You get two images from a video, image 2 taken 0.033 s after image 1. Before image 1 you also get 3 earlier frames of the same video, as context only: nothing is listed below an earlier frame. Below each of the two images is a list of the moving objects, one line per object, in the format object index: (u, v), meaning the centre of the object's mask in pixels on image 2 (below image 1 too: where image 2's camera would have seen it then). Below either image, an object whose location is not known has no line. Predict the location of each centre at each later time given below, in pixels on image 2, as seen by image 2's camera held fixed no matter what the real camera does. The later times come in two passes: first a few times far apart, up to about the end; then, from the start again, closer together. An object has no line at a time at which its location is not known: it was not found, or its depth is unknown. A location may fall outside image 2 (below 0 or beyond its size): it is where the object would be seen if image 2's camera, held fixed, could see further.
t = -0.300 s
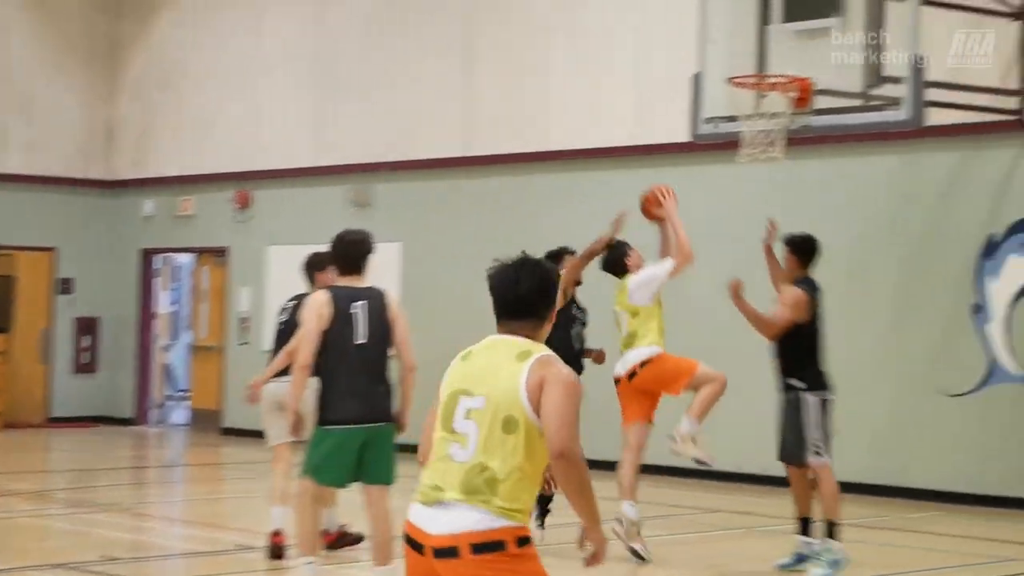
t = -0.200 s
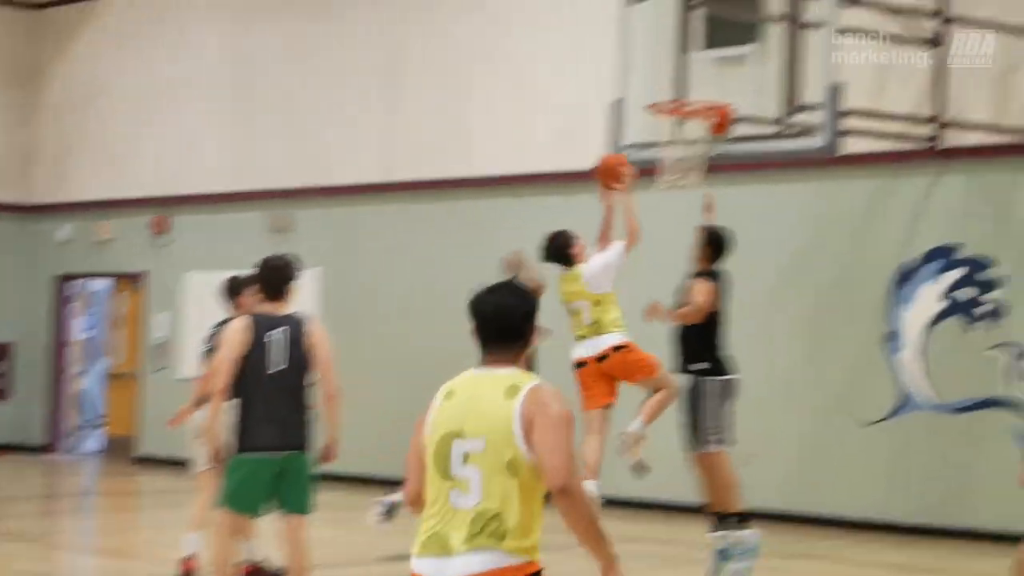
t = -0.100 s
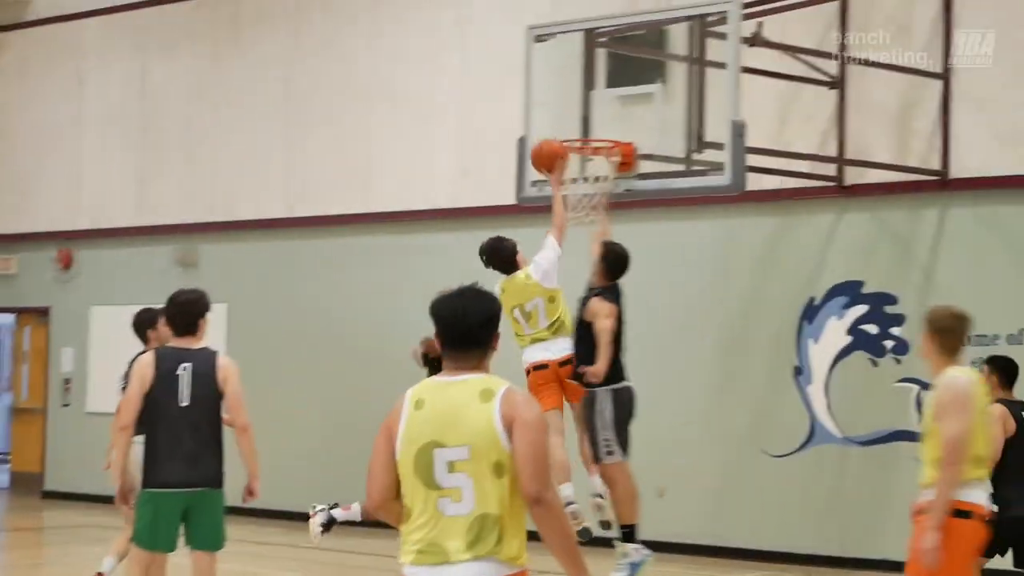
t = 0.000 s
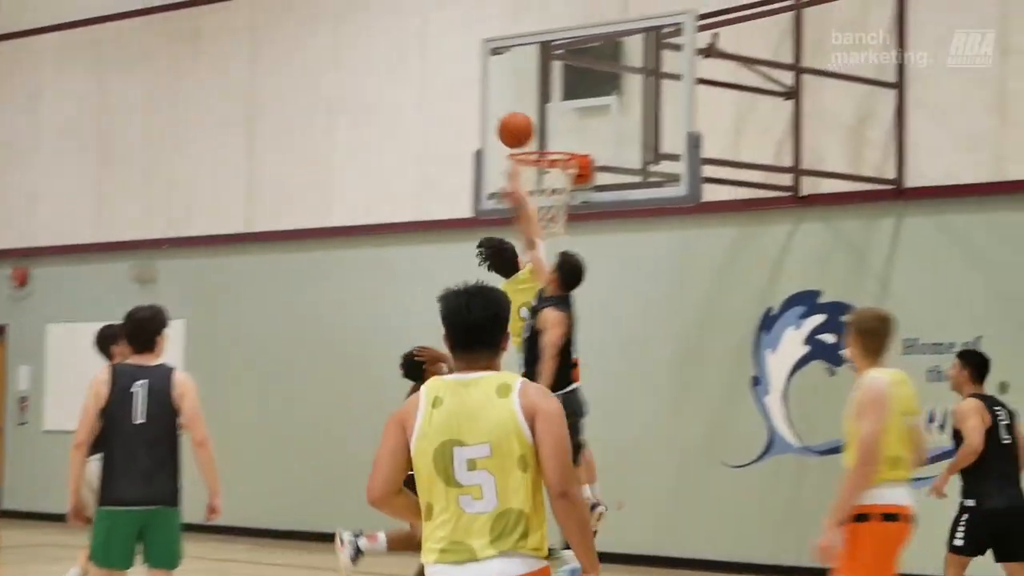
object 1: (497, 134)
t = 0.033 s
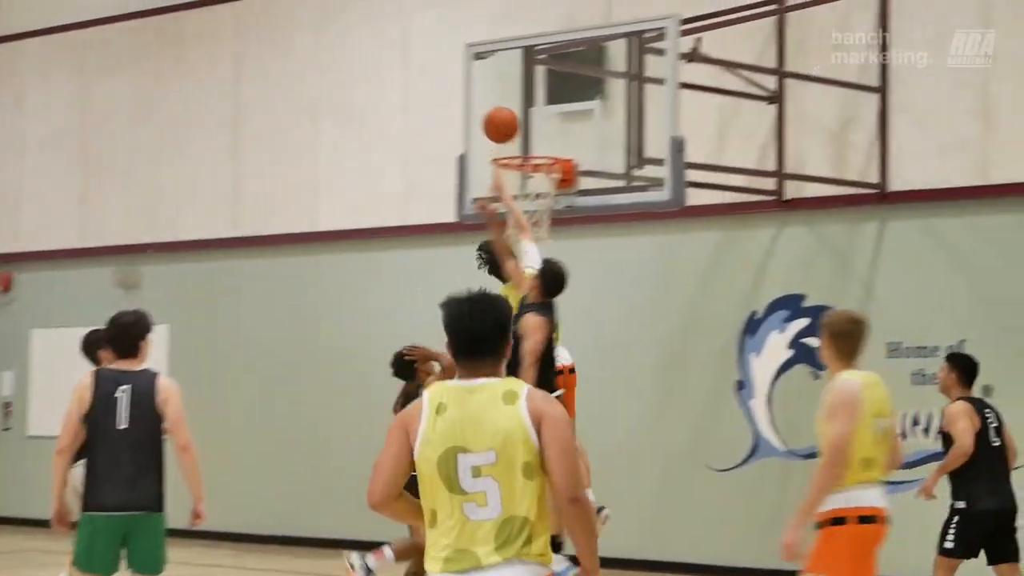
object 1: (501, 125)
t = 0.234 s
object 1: (513, 103)
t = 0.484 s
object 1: (525, 147)
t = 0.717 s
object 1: (513, 175)
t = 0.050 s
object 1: (502, 120)
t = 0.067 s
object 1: (504, 116)
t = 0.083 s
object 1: (505, 113)
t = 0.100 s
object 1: (505, 110)
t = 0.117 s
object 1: (506, 108)
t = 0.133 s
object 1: (507, 106)
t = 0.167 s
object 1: (509, 103)
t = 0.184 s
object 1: (510, 103)
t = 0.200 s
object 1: (511, 102)
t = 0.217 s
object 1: (512, 102)
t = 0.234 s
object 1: (513, 103)
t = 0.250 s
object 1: (513, 104)
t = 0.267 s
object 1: (514, 105)
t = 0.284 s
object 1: (515, 106)
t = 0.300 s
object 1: (516, 109)
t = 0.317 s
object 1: (516, 111)
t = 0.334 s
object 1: (517, 114)
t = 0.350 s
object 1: (518, 117)
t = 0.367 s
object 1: (519, 121)
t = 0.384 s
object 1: (519, 125)
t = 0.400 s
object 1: (520, 129)
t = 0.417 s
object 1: (521, 134)
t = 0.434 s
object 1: (522, 139)
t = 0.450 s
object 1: (523, 142)
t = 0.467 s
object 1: (523, 146)
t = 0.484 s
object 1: (525, 147)
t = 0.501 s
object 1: (529, 148)
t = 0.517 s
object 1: (533, 148)
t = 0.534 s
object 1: (537, 148)
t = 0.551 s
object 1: (541, 148)
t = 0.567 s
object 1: (546, 149)
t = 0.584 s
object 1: (547, 155)
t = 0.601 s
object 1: (544, 158)
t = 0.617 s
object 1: (540, 159)
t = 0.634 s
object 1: (534, 163)
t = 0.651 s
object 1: (530, 165)
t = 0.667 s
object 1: (524, 167)
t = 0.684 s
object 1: (520, 169)
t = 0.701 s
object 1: (517, 172)
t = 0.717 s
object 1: (513, 175)
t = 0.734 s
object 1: (510, 177)
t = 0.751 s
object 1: (507, 180)
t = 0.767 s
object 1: (505, 181)
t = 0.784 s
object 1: (505, 183)
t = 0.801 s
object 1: (503, 186)
